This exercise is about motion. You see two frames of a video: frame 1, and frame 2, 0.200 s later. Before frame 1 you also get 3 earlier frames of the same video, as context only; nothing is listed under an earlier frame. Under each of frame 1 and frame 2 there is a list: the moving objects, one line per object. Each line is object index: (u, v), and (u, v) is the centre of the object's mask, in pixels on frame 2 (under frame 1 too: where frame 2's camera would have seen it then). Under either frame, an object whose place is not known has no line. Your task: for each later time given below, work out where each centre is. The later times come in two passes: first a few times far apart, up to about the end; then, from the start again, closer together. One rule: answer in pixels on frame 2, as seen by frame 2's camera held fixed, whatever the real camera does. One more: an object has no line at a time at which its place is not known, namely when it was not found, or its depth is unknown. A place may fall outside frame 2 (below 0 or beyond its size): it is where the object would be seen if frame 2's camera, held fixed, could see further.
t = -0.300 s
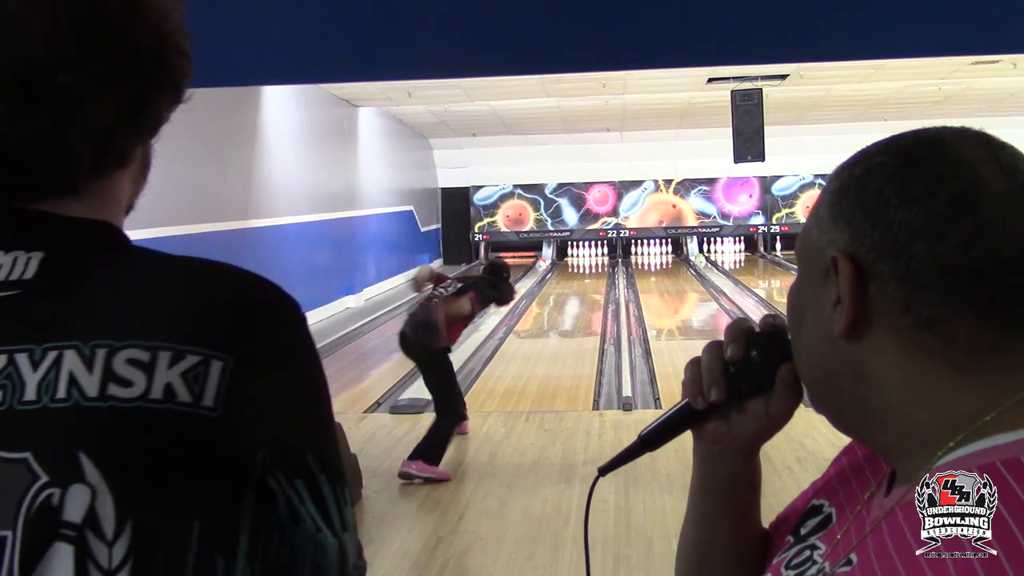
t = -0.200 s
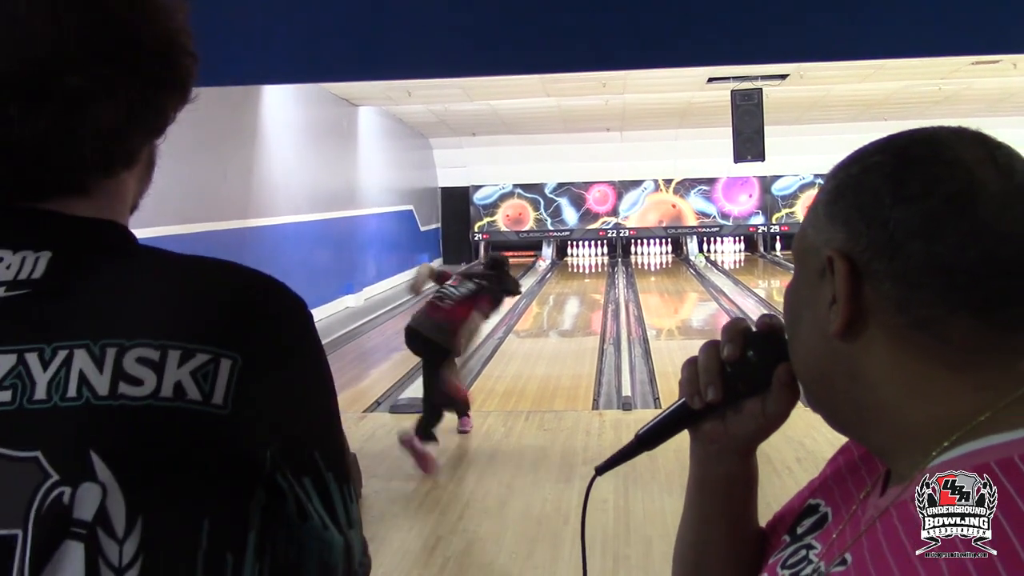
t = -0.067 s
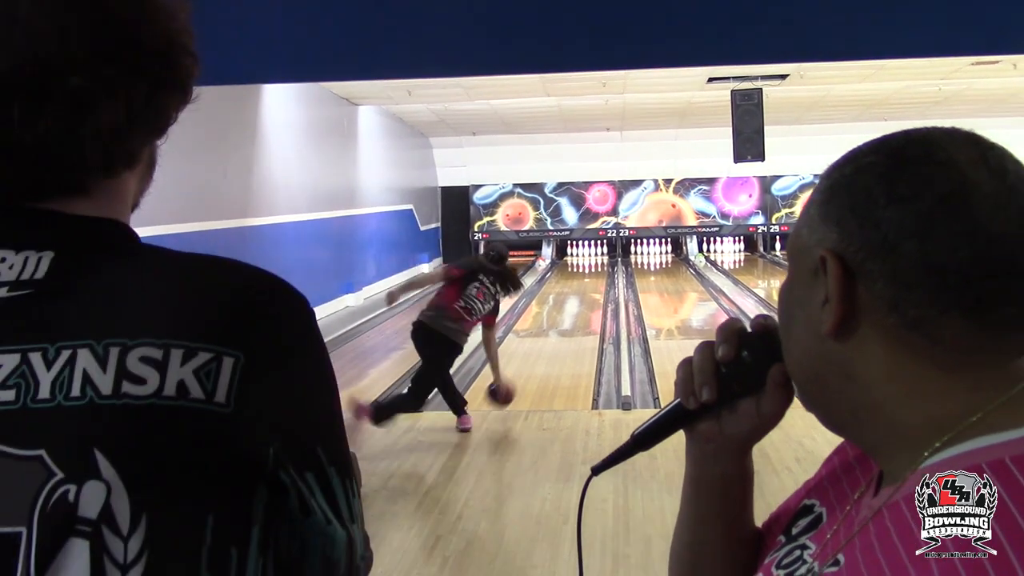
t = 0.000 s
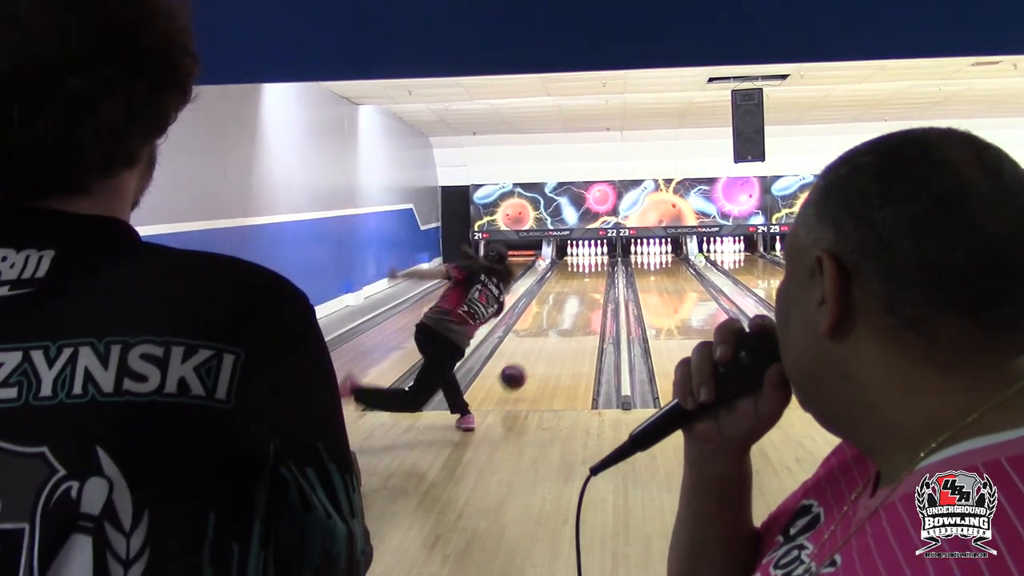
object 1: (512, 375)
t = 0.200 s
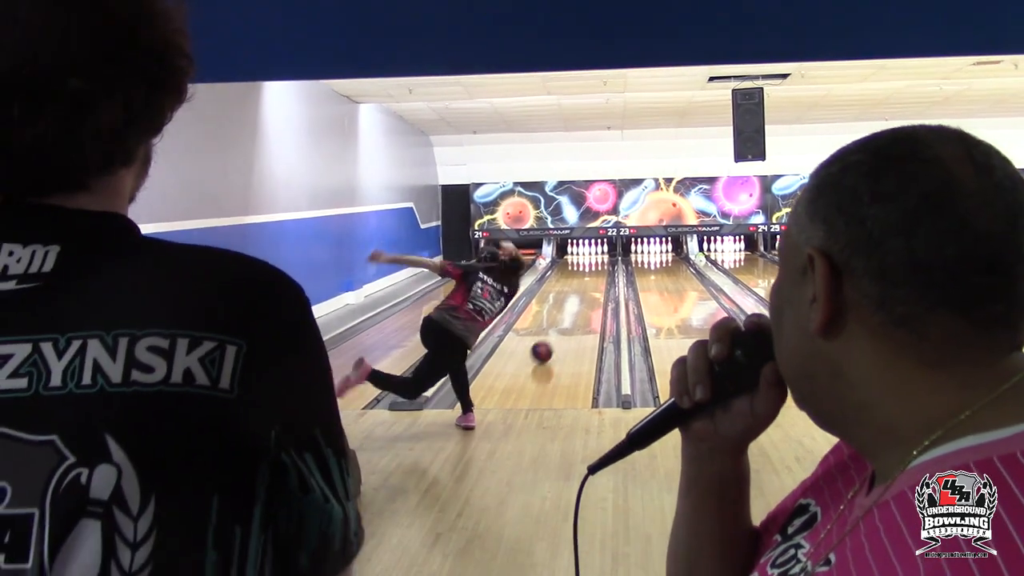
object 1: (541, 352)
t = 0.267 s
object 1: (549, 342)
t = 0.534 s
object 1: (571, 314)
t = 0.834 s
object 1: (587, 293)
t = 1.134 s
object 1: (597, 278)
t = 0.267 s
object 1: (549, 342)
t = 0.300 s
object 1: (552, 338)
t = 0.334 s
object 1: (555, 334)
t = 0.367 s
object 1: (558, 330)
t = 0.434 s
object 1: (563, 323)
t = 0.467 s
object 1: (566, 320)
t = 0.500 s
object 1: (568, 317)
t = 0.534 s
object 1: (571, 314)
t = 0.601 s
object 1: (575, 309)
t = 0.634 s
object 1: (577, 306)
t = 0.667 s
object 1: (579, 303)
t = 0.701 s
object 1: (581, 301)
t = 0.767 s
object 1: (584, 296)
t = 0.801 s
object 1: (585, 295)
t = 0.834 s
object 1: (587, 293)
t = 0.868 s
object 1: (588, 291)
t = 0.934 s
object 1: (591, 287)
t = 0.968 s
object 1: (592, 285)
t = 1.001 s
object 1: (593, 284)
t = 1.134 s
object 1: (597, 278)
